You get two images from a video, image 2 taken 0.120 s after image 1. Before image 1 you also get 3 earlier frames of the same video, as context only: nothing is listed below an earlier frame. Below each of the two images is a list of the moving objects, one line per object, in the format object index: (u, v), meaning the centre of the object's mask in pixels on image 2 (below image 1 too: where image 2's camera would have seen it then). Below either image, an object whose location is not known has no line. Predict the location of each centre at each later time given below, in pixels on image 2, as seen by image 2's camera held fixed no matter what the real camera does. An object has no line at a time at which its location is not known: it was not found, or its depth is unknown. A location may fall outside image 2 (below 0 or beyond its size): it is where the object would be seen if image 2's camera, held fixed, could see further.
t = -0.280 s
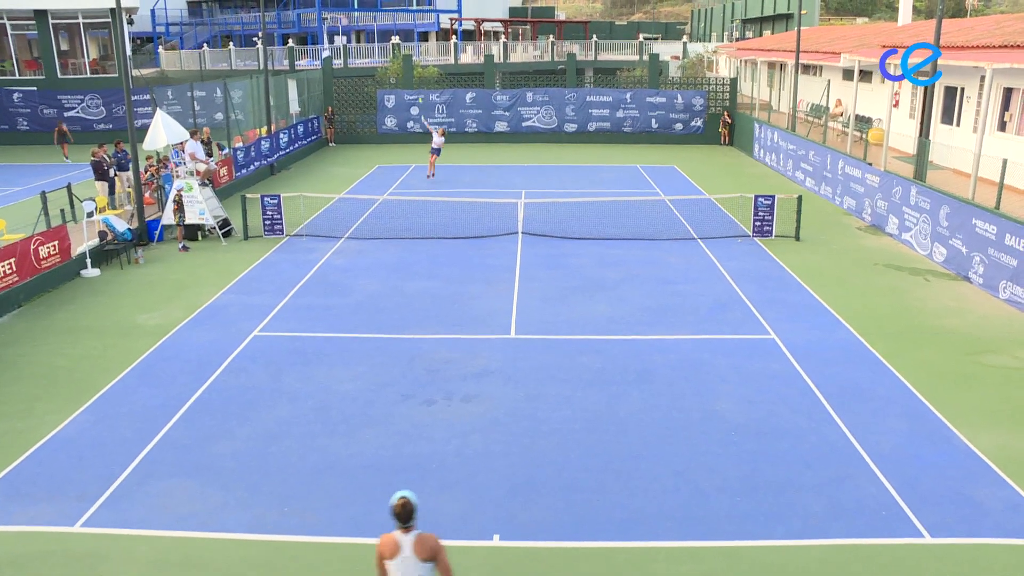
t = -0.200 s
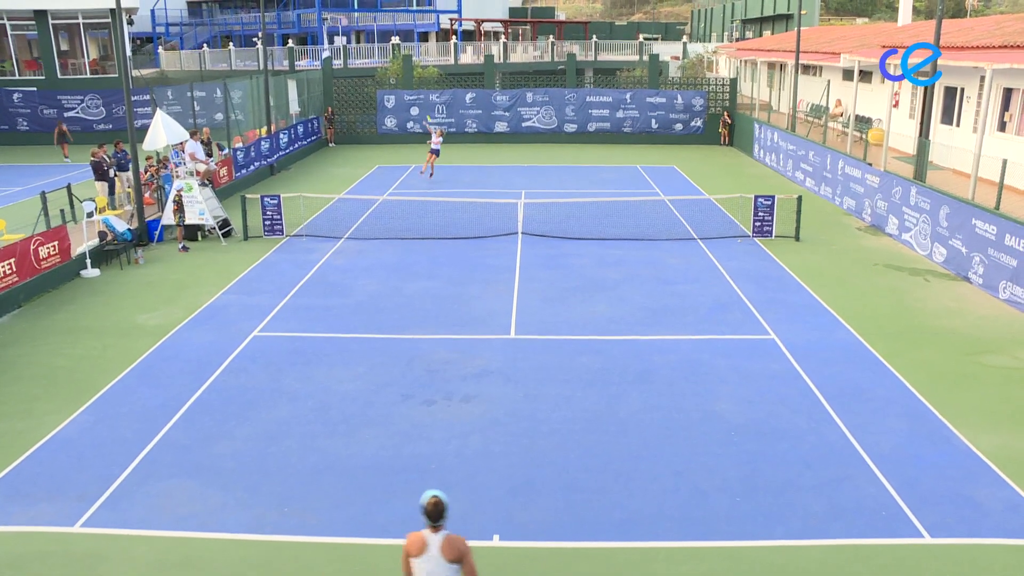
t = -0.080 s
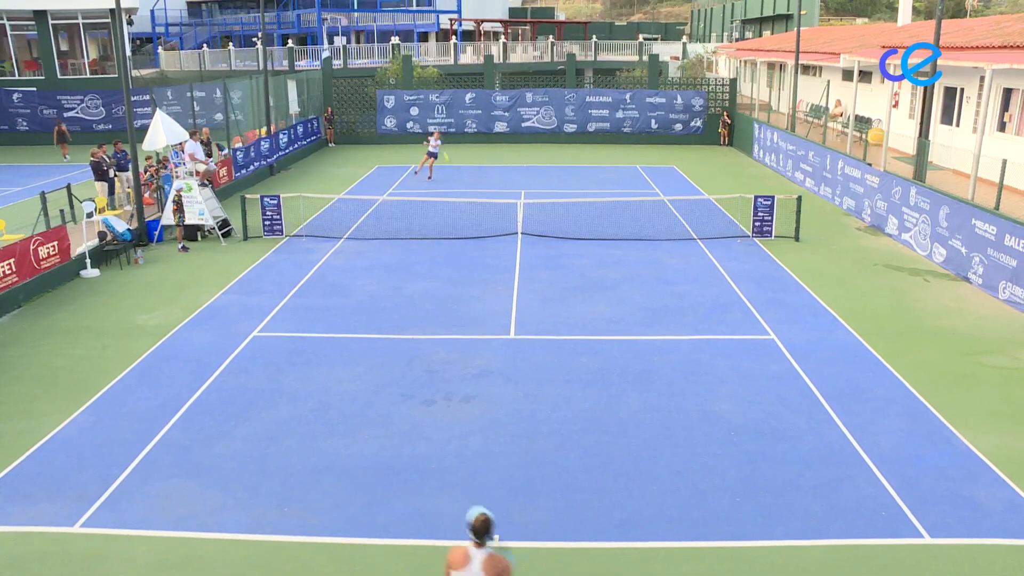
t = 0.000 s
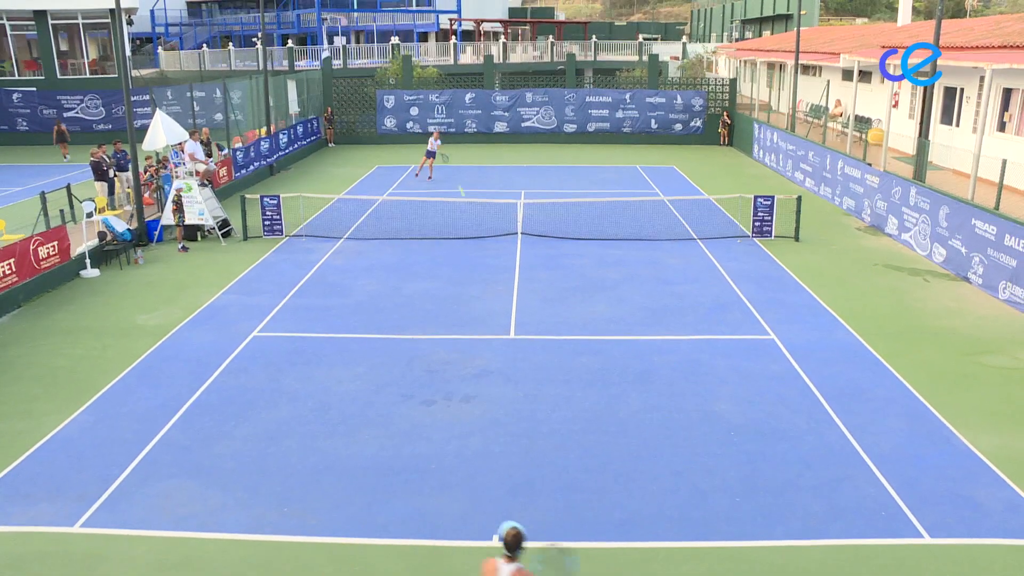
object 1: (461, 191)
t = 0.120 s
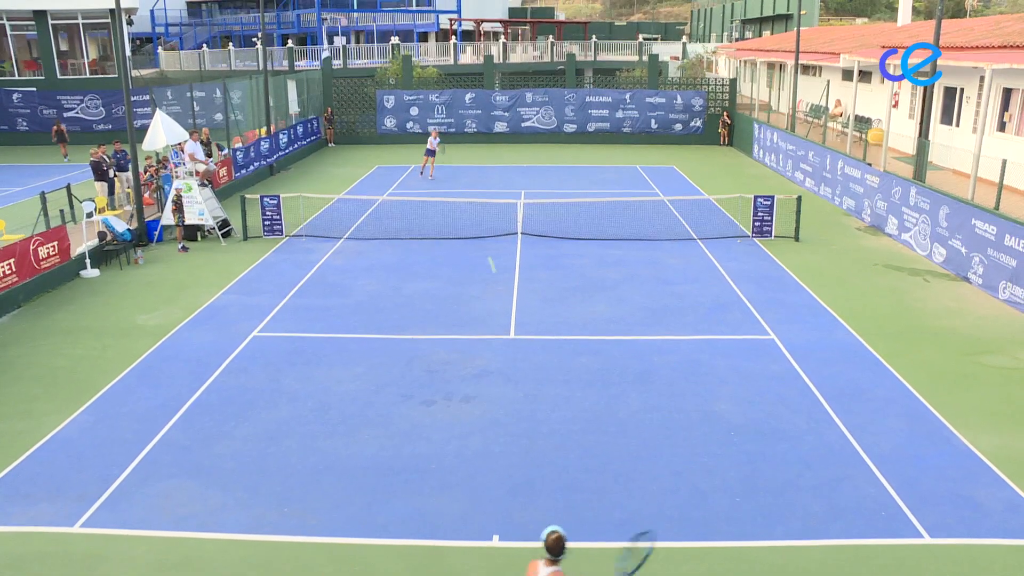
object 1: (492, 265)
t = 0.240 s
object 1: (523, 304)
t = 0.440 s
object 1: (590, 330)
